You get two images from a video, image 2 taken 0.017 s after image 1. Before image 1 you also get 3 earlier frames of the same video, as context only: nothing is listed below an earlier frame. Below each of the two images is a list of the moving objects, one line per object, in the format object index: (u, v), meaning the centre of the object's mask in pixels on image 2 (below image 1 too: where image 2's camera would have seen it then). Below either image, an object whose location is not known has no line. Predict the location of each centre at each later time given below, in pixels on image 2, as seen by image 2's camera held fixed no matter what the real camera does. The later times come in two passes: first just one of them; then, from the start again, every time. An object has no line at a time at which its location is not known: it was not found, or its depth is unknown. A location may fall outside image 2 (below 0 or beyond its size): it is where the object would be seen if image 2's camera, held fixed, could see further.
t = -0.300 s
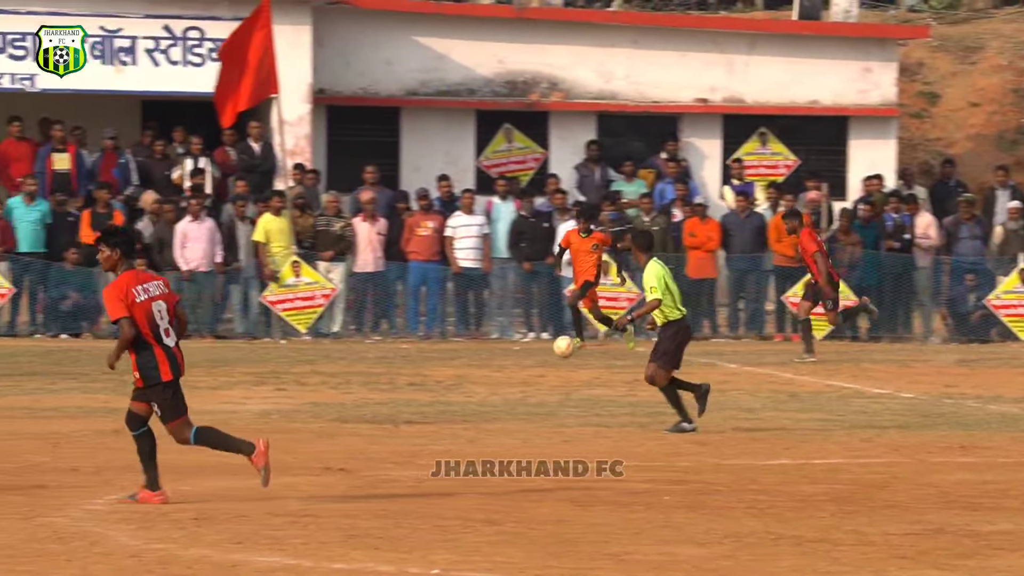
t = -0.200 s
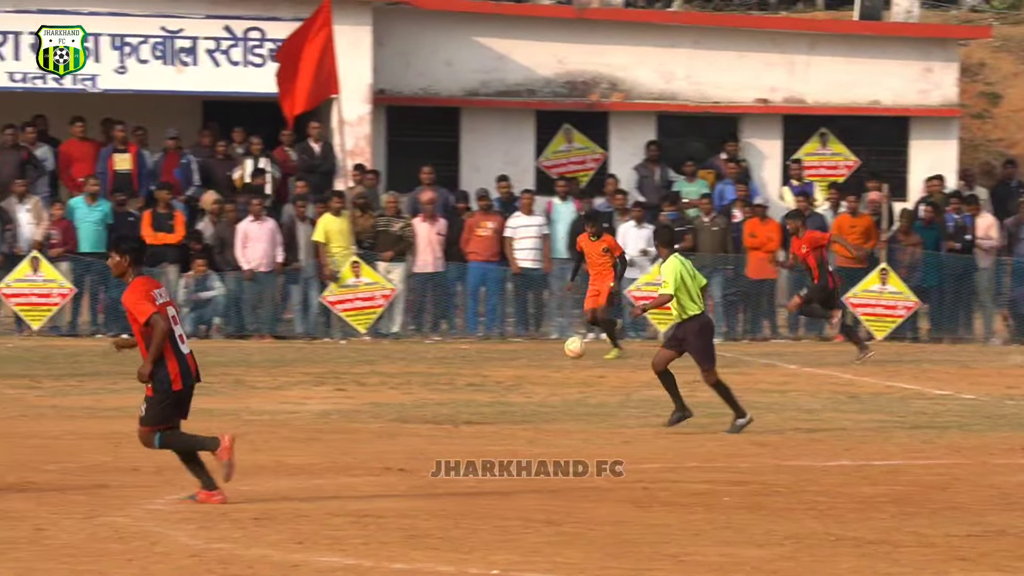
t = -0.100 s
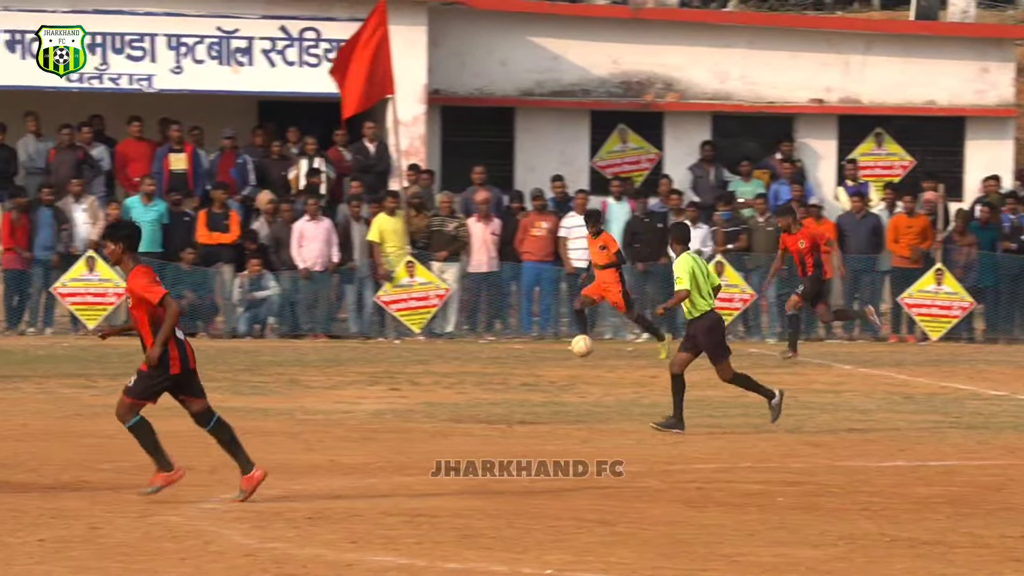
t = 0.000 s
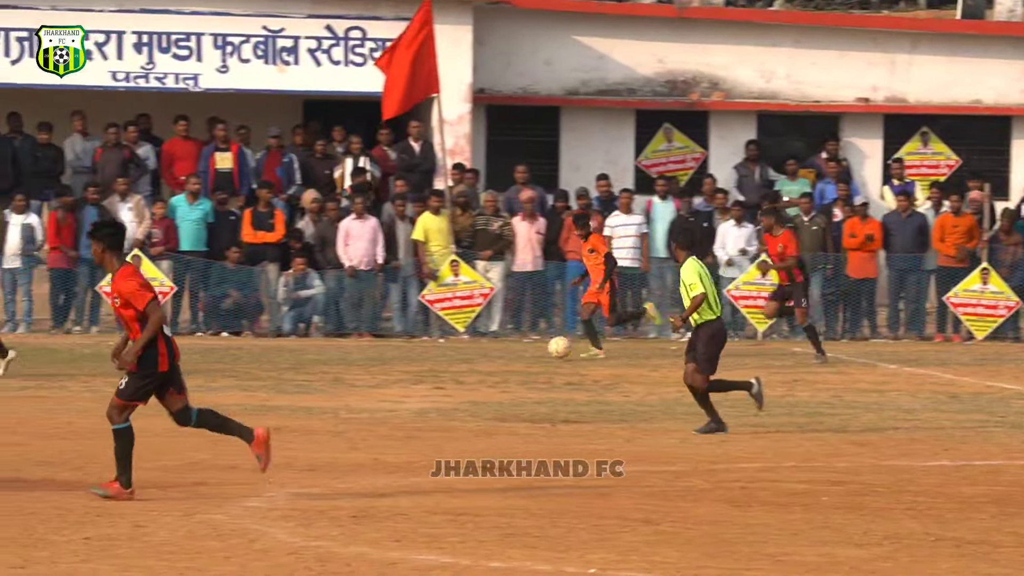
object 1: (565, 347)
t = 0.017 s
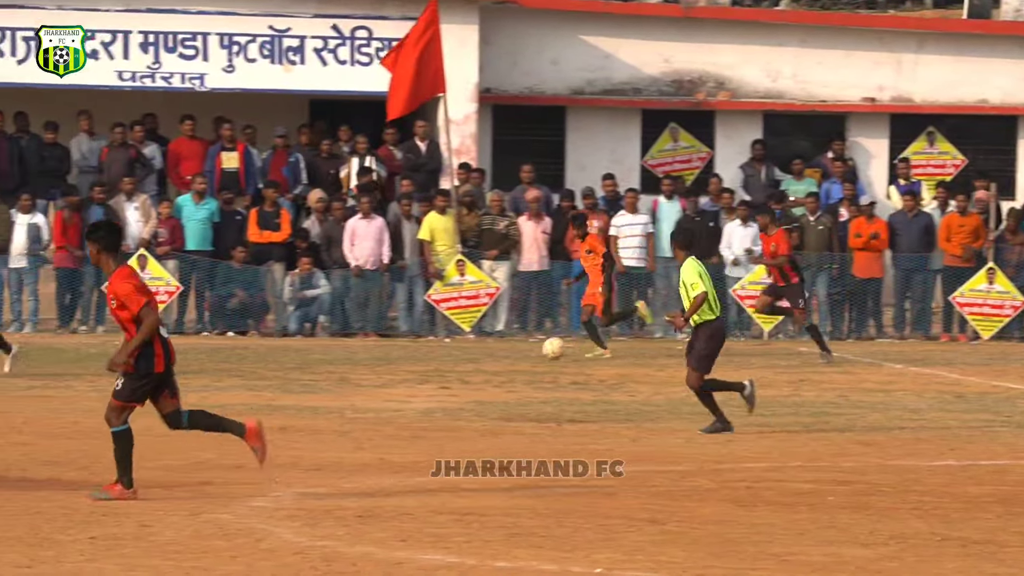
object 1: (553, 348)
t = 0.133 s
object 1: (478, 353)
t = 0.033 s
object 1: (542, 349)
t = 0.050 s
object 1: (531, 350)
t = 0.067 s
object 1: (521, 351)
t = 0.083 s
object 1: (510, 351)
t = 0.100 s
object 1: (499, 352)
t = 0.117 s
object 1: (489, 353)
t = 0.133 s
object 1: (478, 353)
